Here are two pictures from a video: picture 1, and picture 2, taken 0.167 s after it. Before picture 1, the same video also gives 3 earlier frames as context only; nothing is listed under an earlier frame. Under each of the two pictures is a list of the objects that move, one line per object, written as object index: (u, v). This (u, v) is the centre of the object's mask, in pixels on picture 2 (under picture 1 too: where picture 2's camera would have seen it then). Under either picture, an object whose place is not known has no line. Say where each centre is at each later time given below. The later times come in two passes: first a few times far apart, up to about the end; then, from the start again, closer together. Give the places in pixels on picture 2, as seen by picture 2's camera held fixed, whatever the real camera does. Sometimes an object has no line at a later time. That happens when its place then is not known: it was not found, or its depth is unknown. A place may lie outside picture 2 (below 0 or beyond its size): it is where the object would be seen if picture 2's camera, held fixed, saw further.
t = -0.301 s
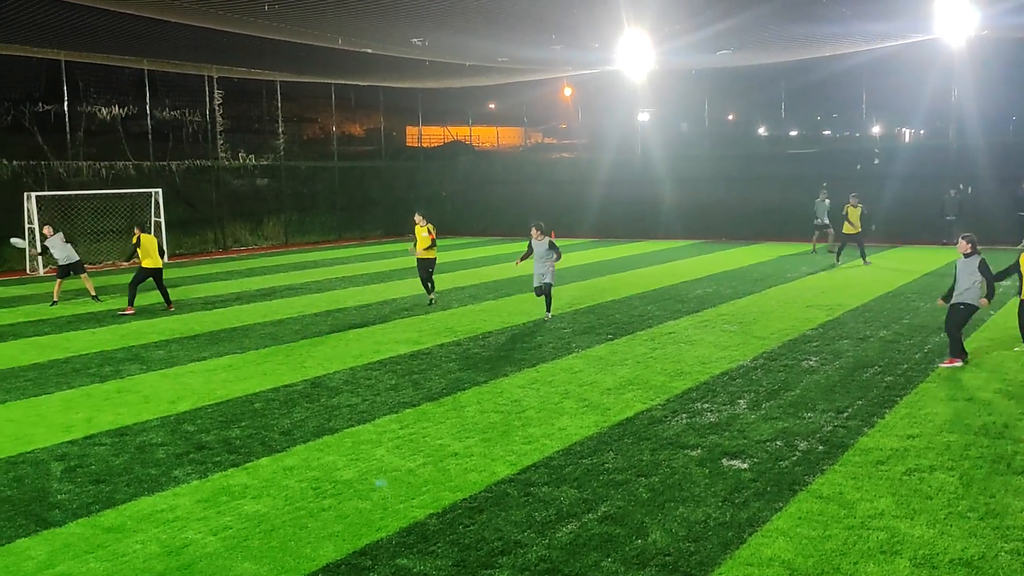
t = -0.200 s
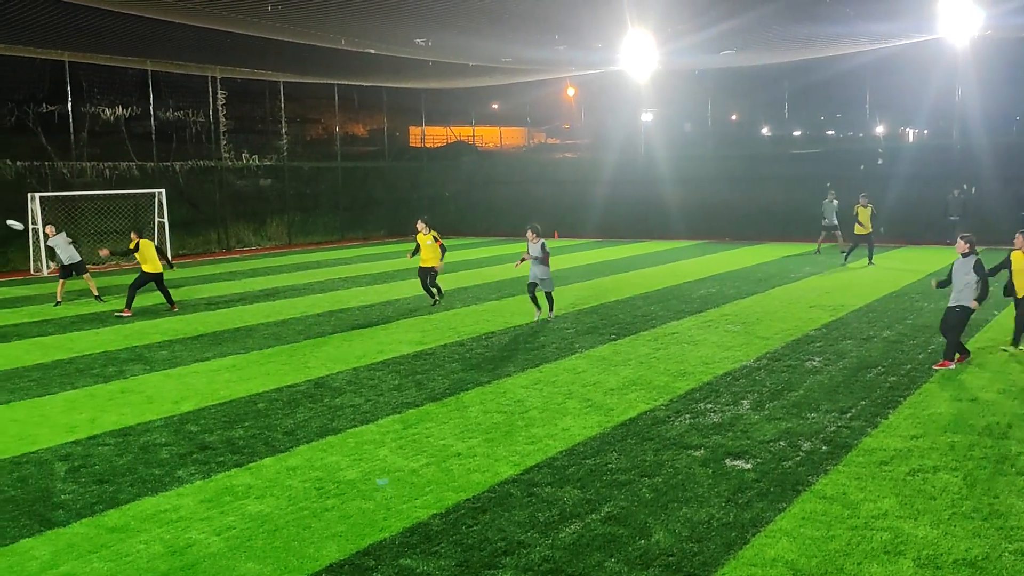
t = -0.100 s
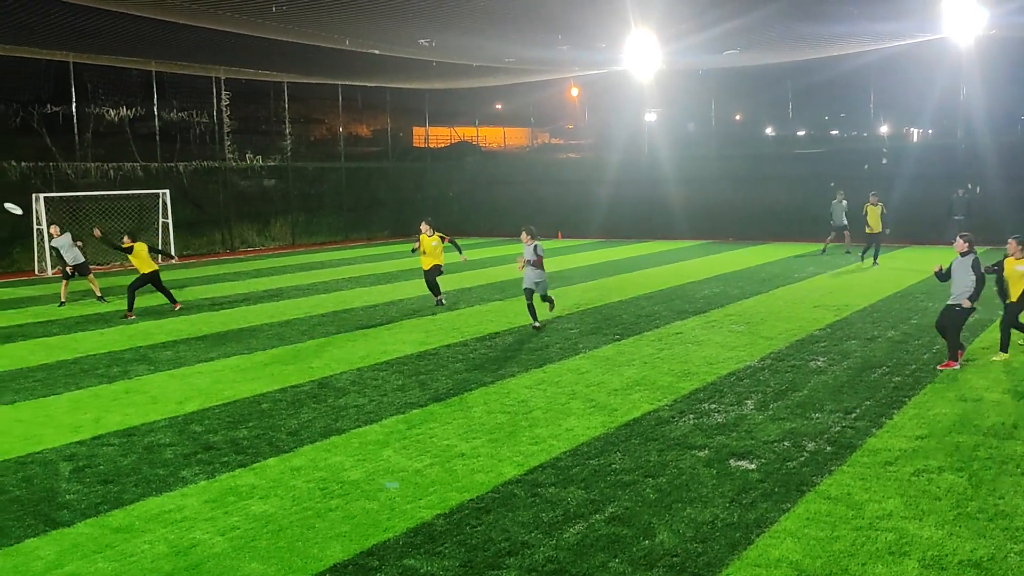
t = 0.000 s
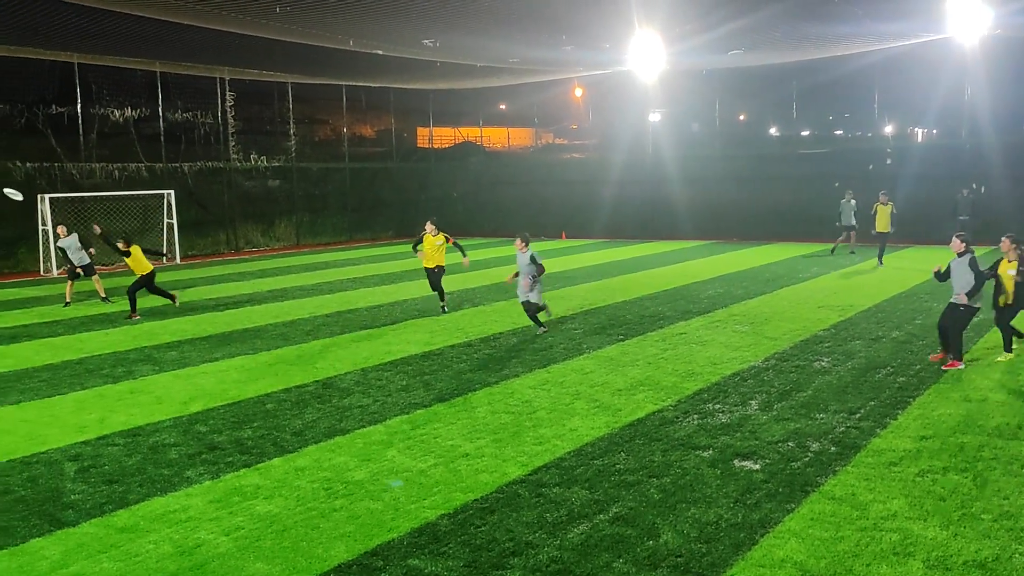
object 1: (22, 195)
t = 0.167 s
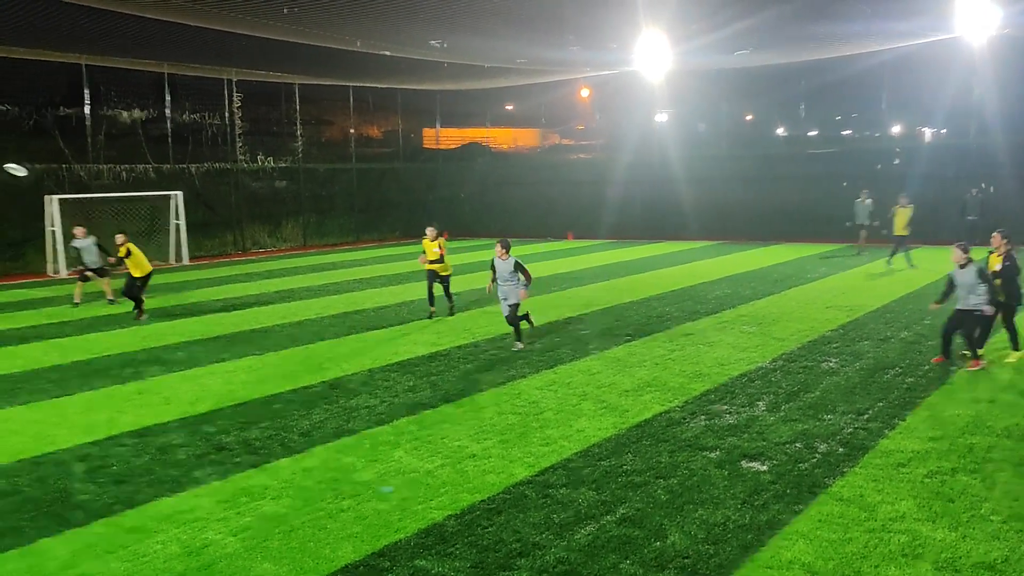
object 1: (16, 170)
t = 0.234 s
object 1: (16, 166)
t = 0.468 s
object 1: (24, 144)
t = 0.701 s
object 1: (56, 133)
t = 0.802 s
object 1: (77, 133)
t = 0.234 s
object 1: (16, 166)
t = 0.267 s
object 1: (16, 162)
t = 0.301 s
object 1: (17, 159)
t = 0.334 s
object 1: (17, 155)
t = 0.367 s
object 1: (19, 152)
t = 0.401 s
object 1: (21, 149)
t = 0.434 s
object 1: (22, 146)
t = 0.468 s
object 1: (24, 144)
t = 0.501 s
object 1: (27, 141)
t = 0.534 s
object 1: (31, 139)
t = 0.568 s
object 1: (35, 138)
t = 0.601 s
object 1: (39, 136)
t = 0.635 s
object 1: (44, 135)
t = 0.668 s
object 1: (50, 134)
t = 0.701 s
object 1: (56, 133)
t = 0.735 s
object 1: (62, 132)
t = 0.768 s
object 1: (70, 132)
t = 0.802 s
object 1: (77, 133)
